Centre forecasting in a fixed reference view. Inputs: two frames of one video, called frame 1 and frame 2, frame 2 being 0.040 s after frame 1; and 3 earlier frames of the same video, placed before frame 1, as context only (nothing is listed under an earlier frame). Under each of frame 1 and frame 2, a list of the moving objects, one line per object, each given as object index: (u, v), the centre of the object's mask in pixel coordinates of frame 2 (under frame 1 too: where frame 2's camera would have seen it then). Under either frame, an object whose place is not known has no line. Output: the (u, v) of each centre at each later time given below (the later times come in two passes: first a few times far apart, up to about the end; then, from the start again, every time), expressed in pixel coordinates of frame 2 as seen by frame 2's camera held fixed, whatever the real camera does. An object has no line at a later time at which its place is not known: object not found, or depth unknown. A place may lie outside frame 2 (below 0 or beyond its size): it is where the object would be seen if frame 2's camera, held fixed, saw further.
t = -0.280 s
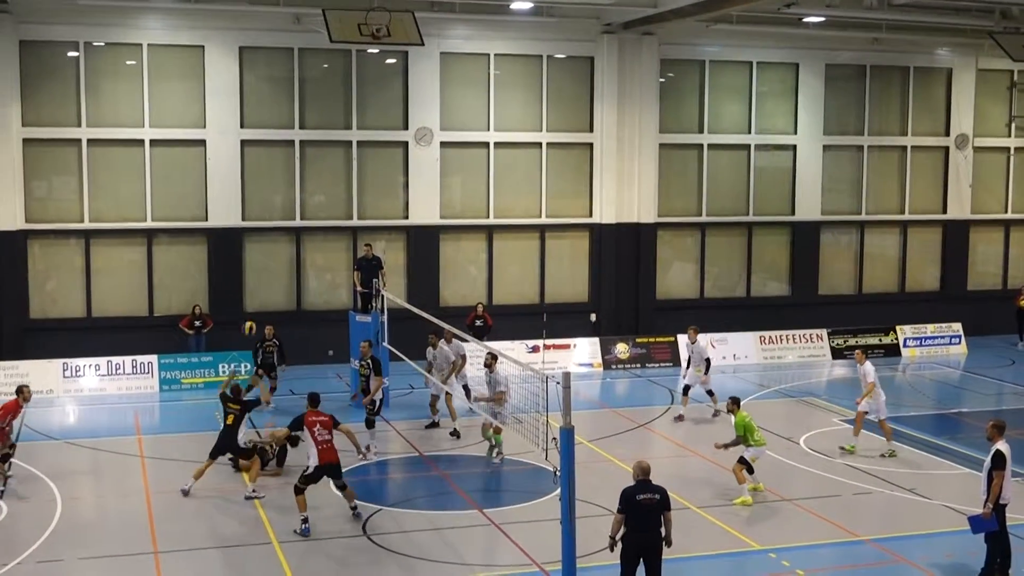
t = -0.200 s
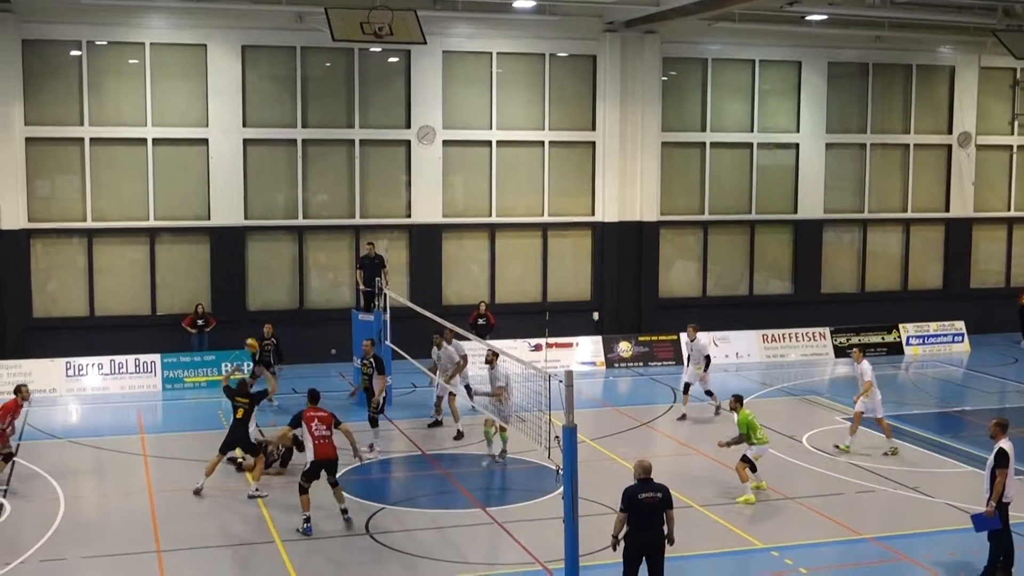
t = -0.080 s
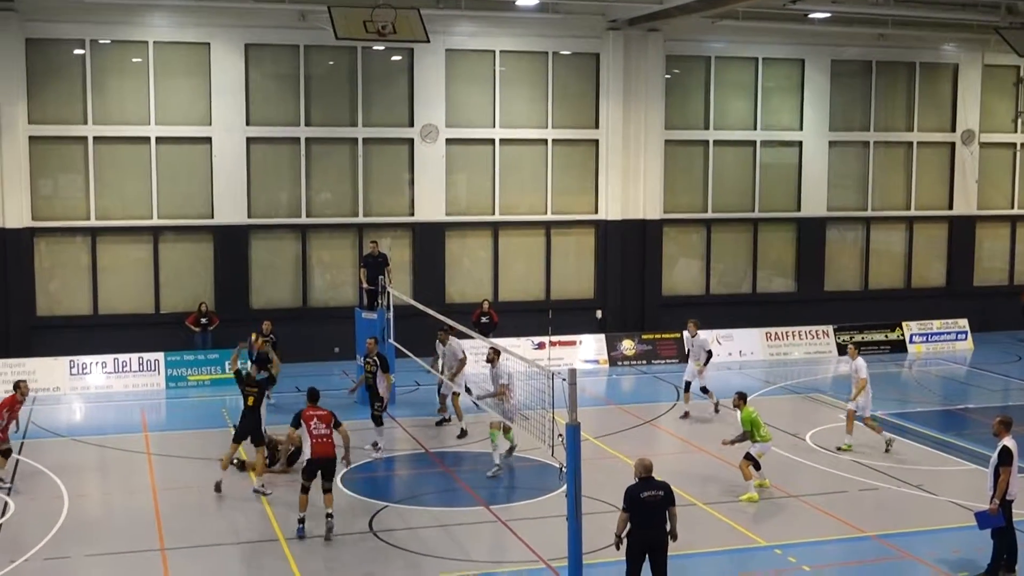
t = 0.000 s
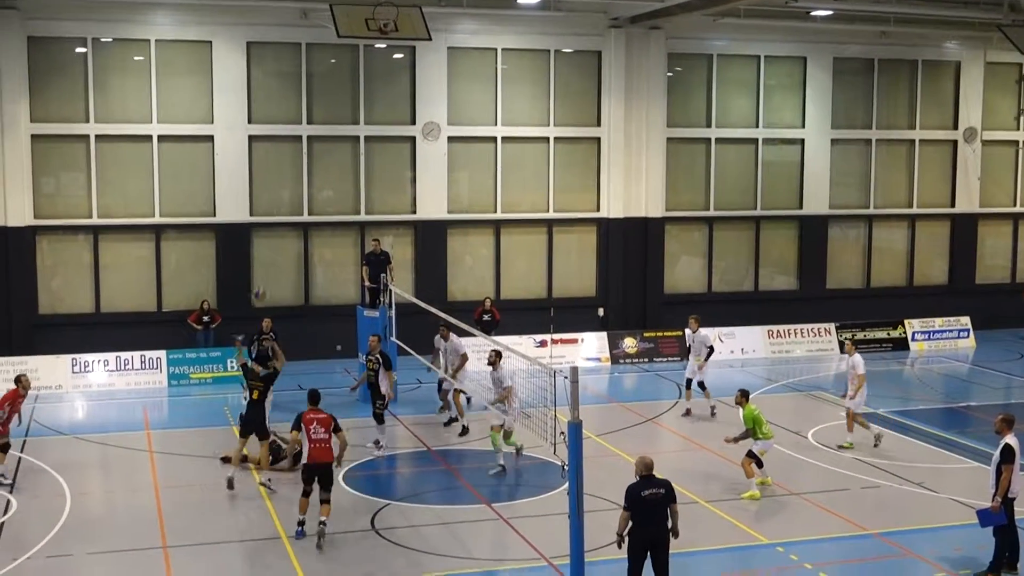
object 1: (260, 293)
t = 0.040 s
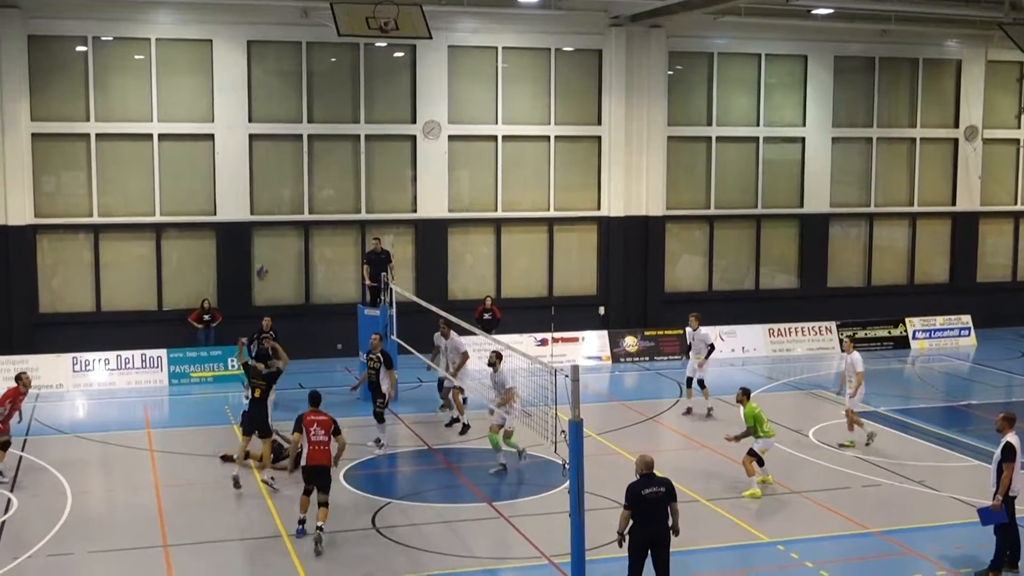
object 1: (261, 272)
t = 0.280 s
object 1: (267, 165)
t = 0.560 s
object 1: (277, 87)
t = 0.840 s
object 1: (289, 65)
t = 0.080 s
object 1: (263, 251)
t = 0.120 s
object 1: (263, 233)
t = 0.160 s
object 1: (264, 215)
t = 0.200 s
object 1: (265, 197)
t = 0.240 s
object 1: (266, 181)
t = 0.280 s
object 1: (267, 165)
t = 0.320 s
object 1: (267, 150)
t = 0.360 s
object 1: (269, 136)
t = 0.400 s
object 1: (271, 126)
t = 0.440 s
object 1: (271, 114)
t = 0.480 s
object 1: (274, 104)
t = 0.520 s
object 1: (276, 96)
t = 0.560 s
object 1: (277, 87)
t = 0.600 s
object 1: (278, 81)
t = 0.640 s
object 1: (281, 75)
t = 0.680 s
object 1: (283, 71)
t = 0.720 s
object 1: (284, 68)
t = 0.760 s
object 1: (286, 65)
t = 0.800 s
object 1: (288, 65)
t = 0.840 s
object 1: (289, 65)
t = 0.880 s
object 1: (291, 67)
